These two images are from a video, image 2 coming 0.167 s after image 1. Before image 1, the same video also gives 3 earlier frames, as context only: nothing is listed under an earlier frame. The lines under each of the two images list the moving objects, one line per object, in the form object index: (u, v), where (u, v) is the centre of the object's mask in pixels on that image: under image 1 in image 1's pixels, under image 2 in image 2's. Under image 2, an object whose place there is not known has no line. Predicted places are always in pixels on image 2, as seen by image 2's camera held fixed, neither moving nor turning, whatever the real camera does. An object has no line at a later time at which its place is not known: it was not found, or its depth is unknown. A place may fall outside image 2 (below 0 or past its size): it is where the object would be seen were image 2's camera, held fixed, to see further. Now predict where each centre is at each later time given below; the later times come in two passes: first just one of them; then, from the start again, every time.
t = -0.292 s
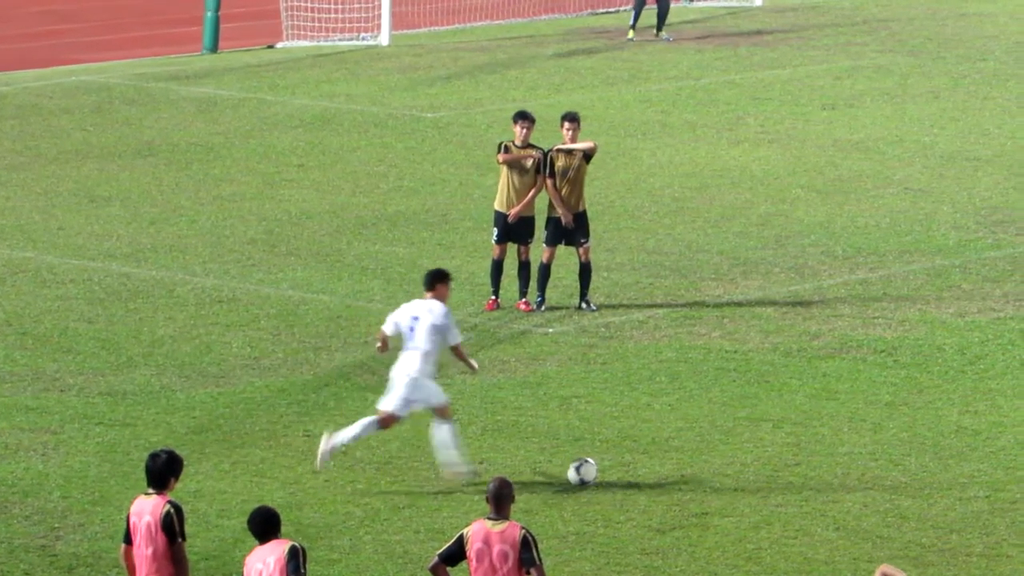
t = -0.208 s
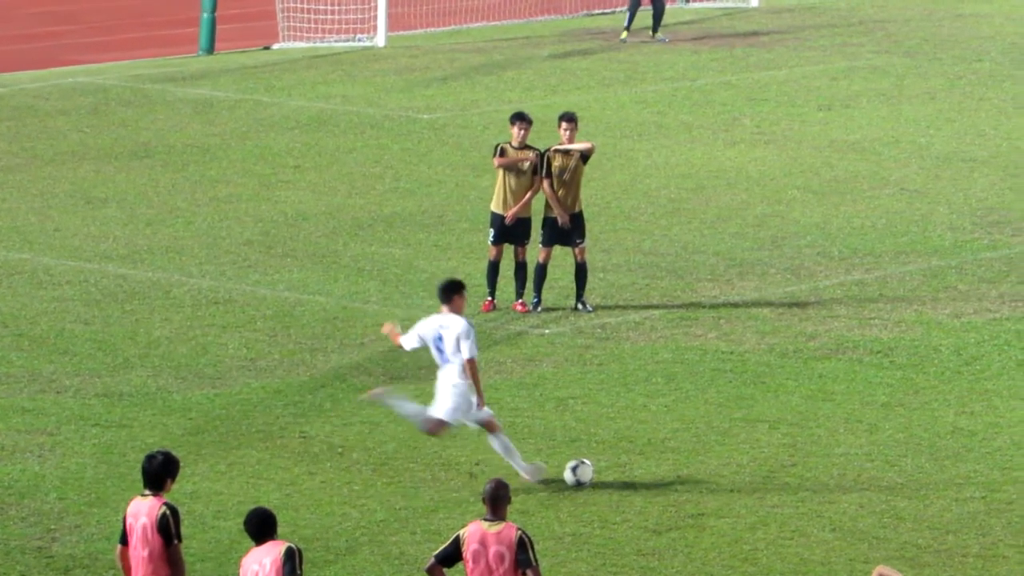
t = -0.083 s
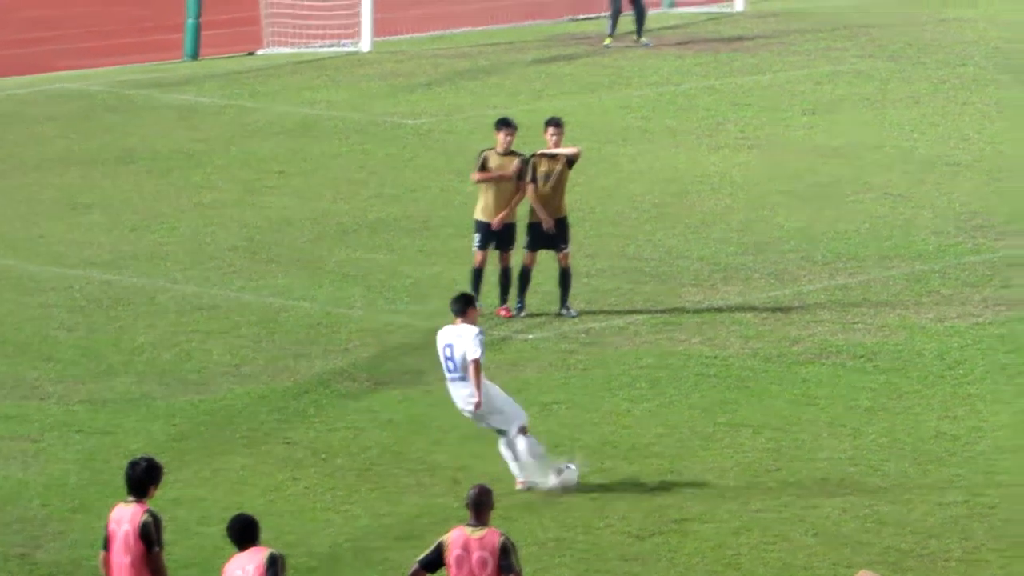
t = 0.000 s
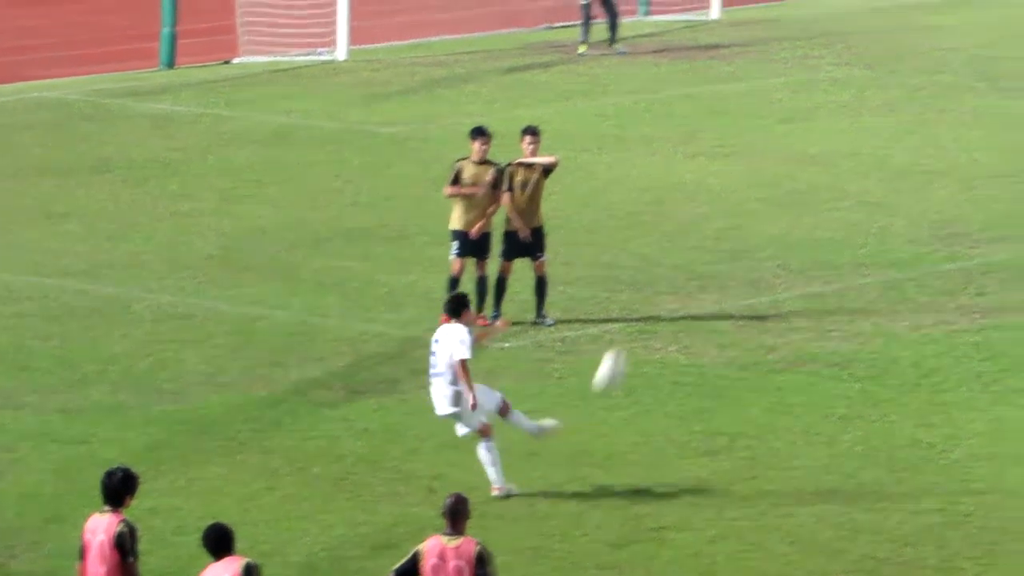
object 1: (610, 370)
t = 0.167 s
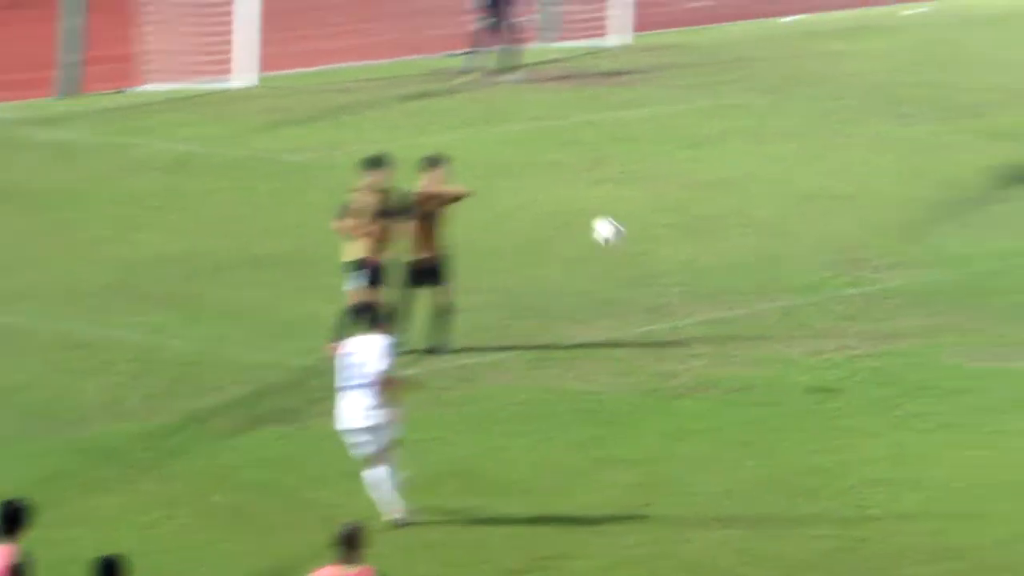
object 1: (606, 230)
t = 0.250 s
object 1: (638, 176)
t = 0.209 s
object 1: (622, 202)
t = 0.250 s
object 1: (638, 176)
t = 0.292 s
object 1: (650, 153)
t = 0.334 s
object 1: (661, 134)
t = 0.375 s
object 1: (671, 118)
